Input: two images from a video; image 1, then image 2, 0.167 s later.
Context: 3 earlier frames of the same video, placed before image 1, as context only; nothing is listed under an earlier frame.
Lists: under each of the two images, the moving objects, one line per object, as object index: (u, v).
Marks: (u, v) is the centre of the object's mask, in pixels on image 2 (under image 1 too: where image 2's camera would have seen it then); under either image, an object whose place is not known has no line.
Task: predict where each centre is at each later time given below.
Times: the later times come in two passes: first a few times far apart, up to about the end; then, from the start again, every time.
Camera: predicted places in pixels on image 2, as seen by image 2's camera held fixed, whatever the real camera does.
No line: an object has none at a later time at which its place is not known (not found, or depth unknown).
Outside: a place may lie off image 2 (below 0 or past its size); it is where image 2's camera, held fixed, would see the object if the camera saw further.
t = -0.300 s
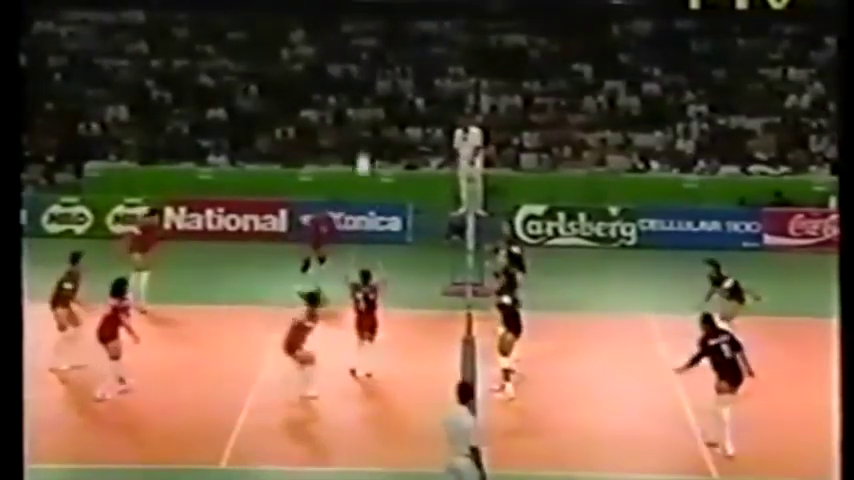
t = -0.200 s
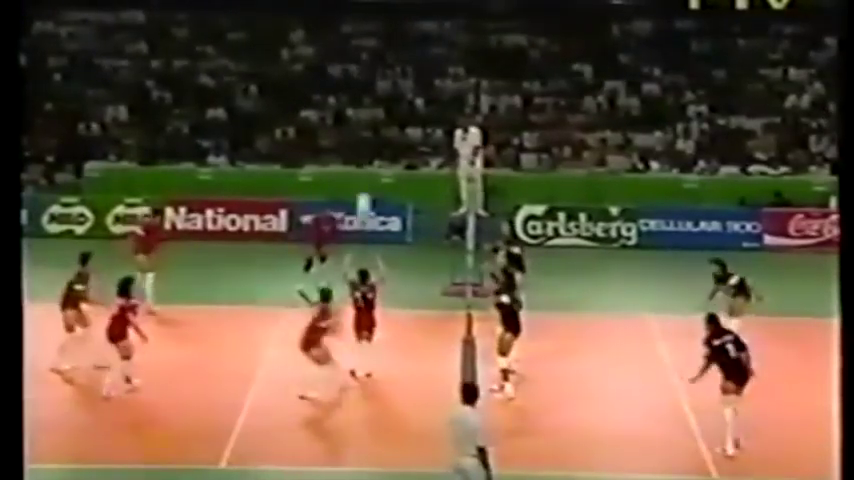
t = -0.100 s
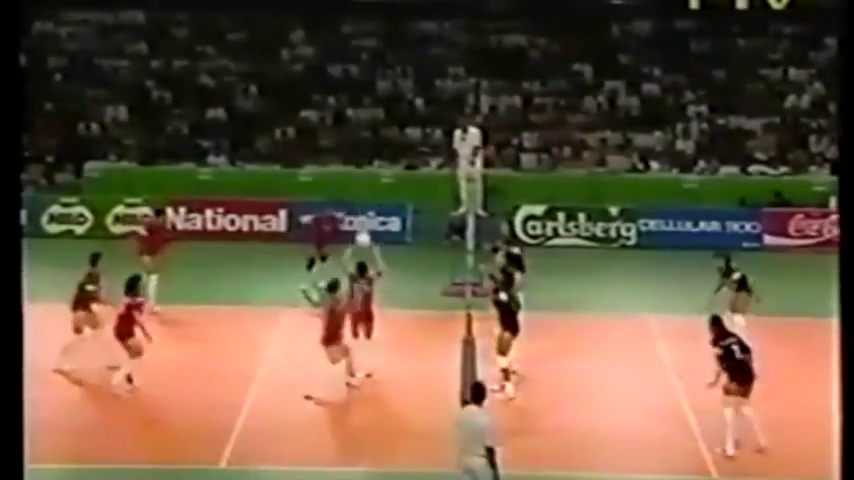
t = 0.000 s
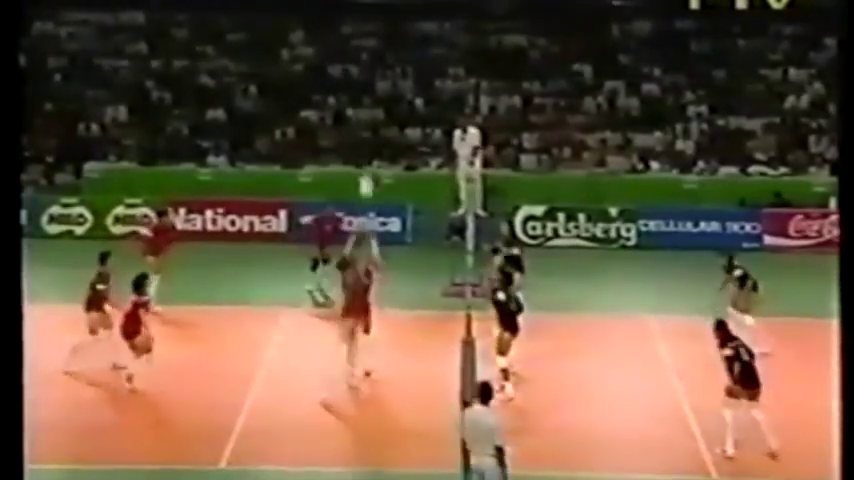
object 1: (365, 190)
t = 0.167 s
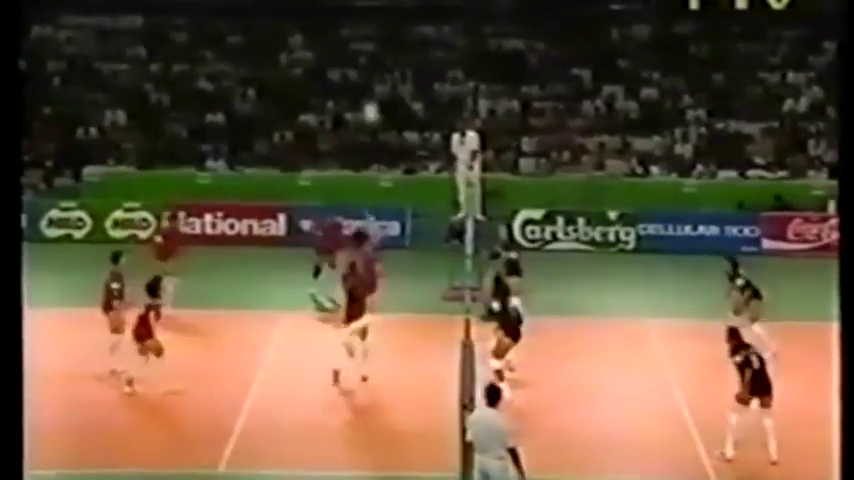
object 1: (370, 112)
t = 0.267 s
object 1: (374, 78)
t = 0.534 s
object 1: (383, 21)
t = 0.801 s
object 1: (392, 14)
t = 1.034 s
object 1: (399, 46)
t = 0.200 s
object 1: (371, 100)
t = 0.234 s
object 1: (373, 89)
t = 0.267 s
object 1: (374, 78)
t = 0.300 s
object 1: (375, 67)
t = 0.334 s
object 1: (376, 58)
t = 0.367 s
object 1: (377, 50)
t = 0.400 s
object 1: (378, 43)
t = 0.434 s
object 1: (380, 36)
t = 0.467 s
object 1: (381, 29)
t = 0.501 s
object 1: (383, 24)
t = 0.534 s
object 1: (383, 21)
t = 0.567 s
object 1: (385, 16)
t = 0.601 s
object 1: (386, 14)
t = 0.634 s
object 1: (388, 13)
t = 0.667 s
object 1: (389, 11)
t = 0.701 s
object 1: (390, 11)
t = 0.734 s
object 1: (391, 11)
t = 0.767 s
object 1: (392, 12)
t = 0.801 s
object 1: (392, 14)
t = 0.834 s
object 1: (394, 16)
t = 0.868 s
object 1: (395, 20)
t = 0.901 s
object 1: (395, 24)
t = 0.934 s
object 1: (396, 28)
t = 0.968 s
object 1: (397, 33)
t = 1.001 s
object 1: (397, 40)
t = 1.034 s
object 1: (399, 46)
